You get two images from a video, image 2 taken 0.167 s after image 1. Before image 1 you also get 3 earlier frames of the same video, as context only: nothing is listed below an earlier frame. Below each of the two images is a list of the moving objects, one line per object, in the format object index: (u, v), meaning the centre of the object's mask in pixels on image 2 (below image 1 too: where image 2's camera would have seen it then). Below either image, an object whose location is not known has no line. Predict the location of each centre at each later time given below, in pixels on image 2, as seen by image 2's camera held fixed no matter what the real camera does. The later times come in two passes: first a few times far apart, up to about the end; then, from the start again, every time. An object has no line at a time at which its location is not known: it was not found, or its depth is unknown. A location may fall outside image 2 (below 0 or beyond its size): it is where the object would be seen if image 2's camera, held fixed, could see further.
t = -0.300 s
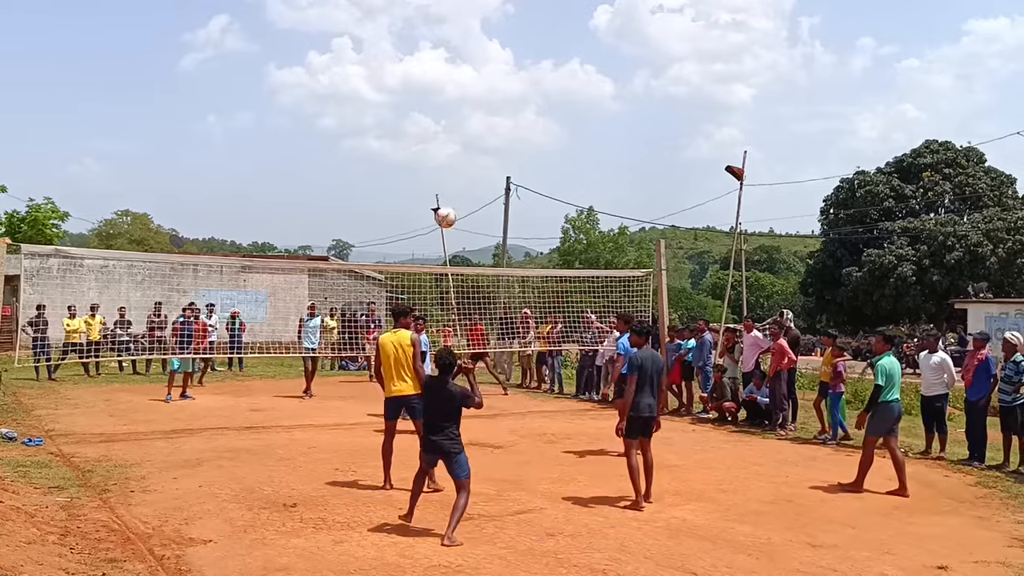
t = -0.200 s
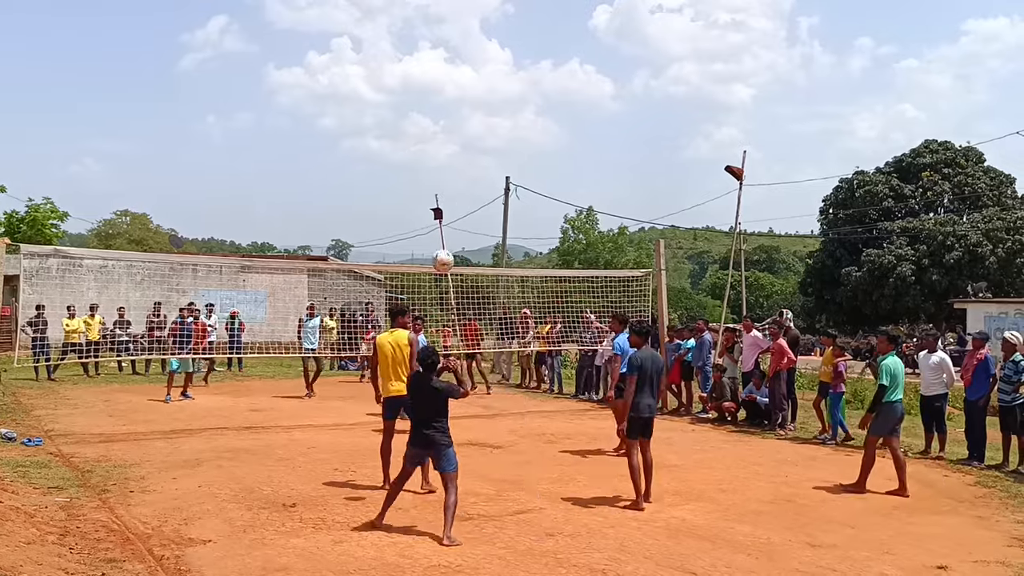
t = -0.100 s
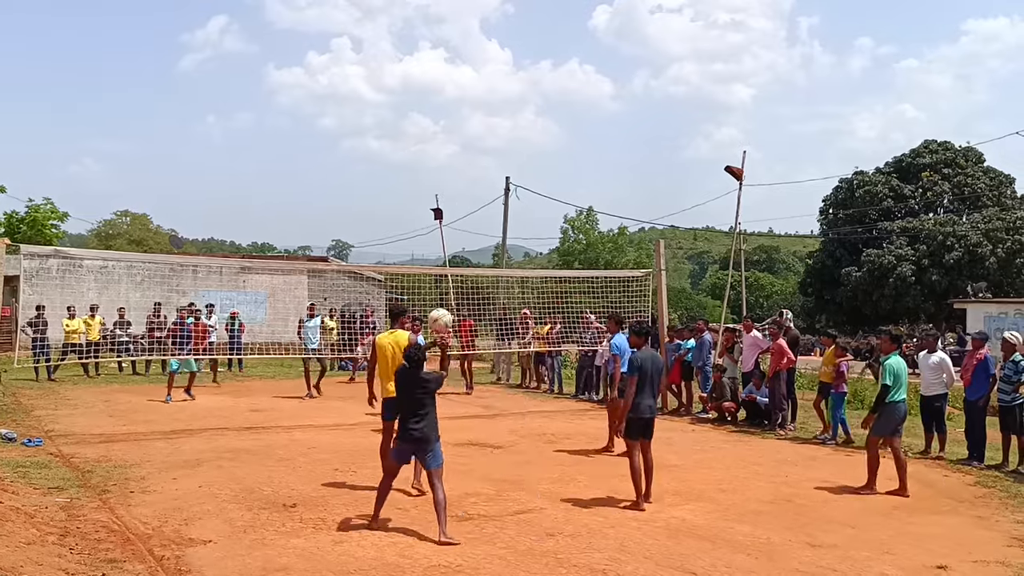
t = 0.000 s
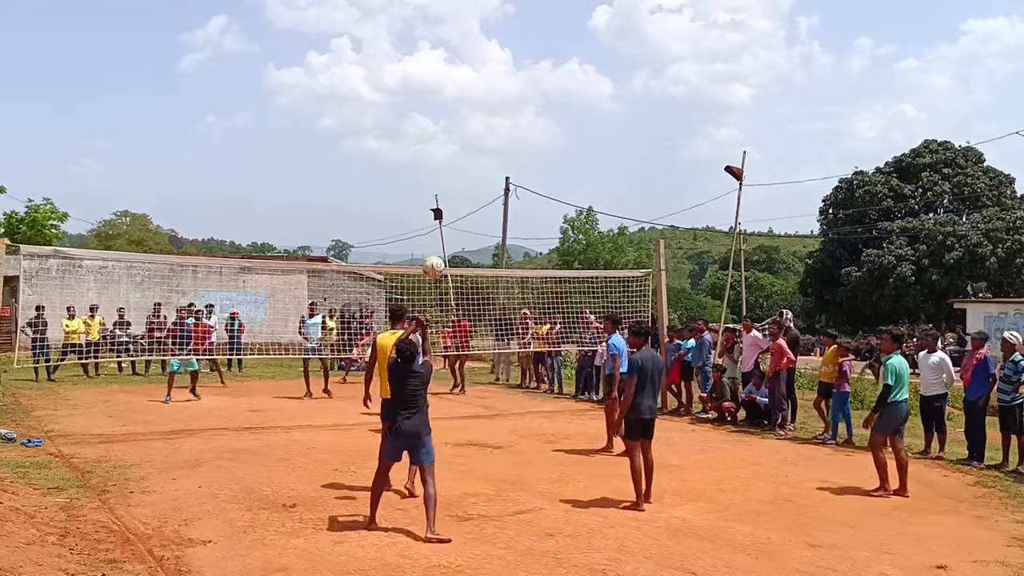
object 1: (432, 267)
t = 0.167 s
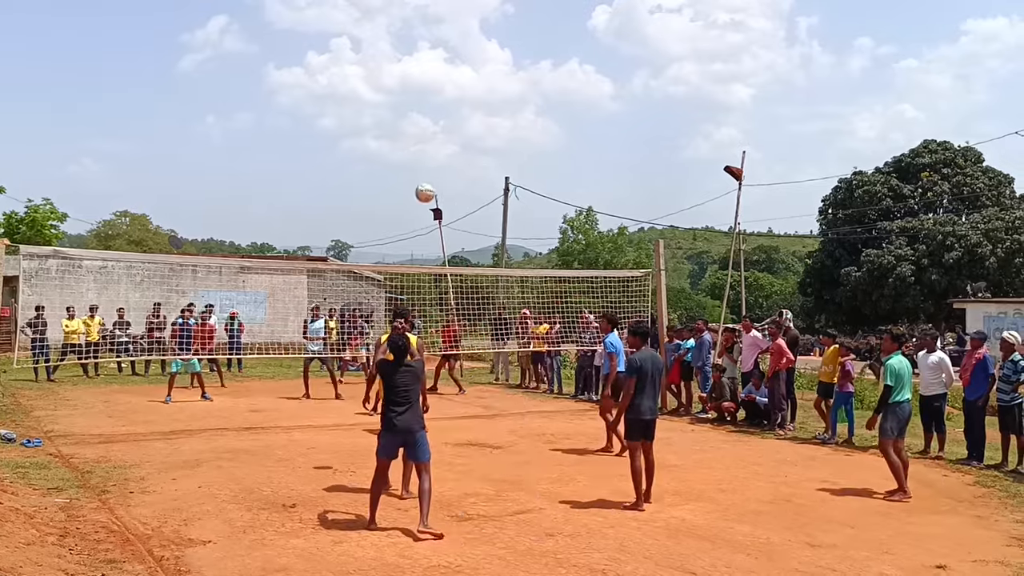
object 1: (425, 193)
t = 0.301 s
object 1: (420, 164)
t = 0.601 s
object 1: (413, 162)
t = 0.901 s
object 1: (408, 211)
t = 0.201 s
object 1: (423, 184)
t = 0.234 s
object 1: (422, 176)
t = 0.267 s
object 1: (421, 170)
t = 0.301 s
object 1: (420, 164)
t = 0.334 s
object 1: (419, 161)
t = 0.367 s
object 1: (418, 158)
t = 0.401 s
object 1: (417, 155)
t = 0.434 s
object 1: (417, 154)
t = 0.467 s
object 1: (416, 154)
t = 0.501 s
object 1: (415, 154)
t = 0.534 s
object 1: (414, 158)
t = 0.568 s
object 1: (413, 160)
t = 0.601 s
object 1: (413, 162)
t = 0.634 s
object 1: (412, 165)
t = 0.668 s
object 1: (412, 169)
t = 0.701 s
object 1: (411, 174)
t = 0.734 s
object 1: (410, 179)
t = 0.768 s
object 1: (410, 184)
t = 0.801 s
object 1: (410, 190)
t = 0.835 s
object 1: (409, 197)
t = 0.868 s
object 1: (409, 204)
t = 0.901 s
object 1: (408, 211)
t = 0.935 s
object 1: (408, 219)
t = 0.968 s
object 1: (408, 227)
